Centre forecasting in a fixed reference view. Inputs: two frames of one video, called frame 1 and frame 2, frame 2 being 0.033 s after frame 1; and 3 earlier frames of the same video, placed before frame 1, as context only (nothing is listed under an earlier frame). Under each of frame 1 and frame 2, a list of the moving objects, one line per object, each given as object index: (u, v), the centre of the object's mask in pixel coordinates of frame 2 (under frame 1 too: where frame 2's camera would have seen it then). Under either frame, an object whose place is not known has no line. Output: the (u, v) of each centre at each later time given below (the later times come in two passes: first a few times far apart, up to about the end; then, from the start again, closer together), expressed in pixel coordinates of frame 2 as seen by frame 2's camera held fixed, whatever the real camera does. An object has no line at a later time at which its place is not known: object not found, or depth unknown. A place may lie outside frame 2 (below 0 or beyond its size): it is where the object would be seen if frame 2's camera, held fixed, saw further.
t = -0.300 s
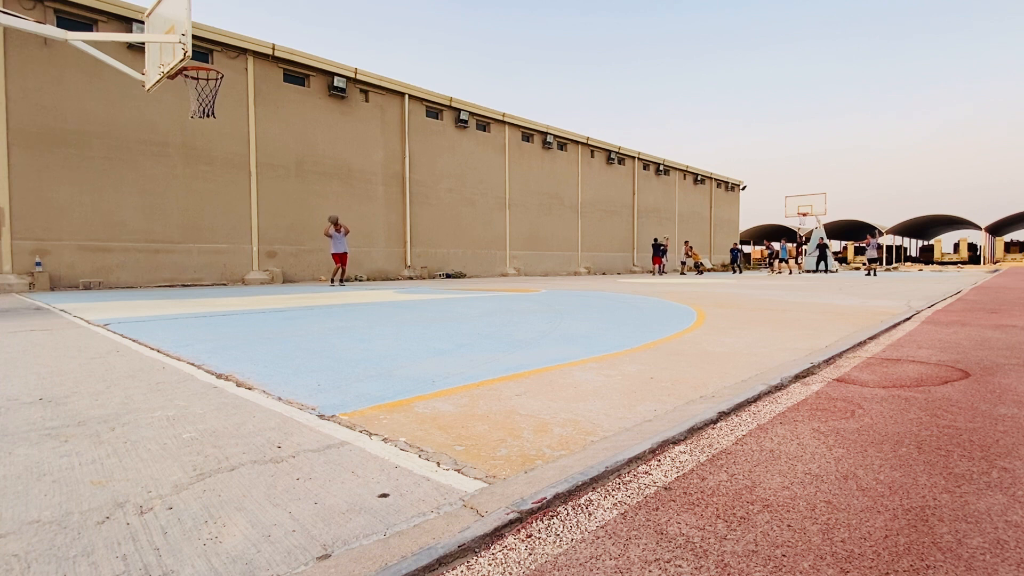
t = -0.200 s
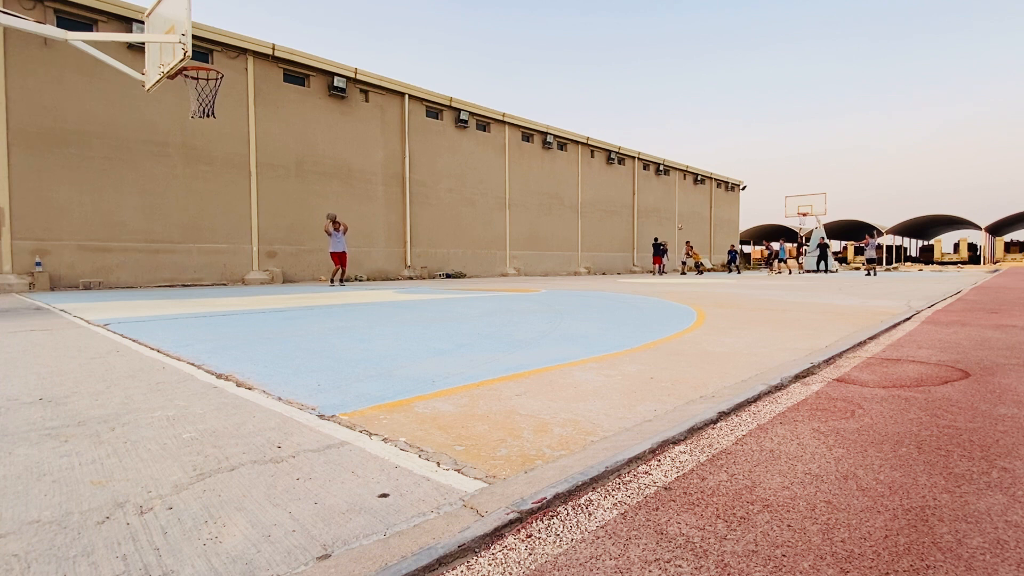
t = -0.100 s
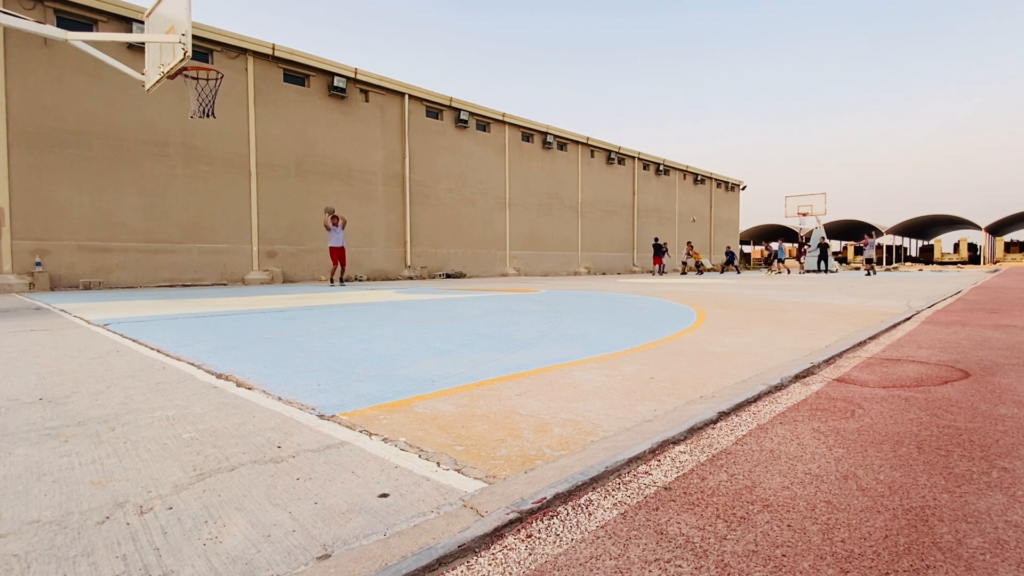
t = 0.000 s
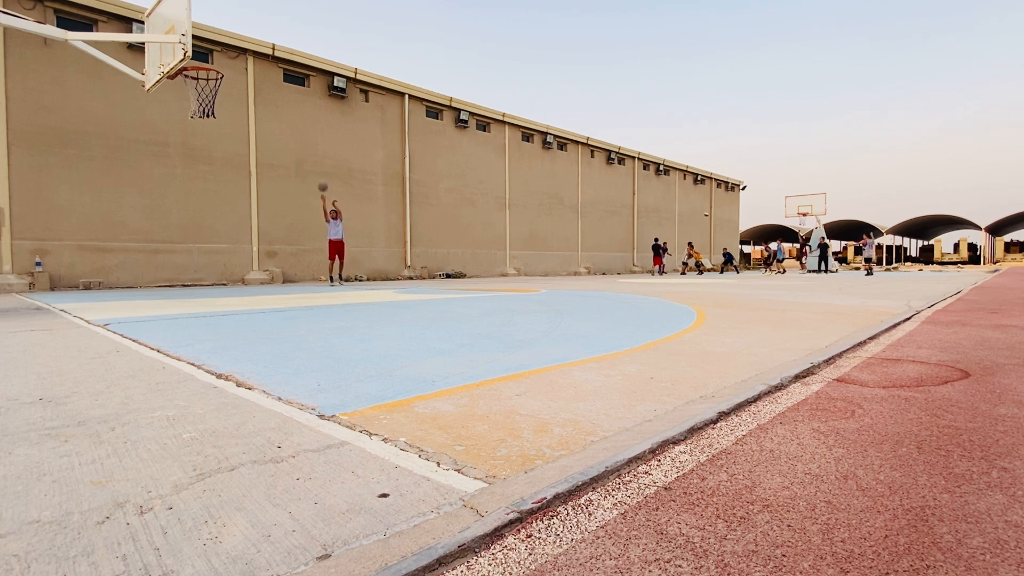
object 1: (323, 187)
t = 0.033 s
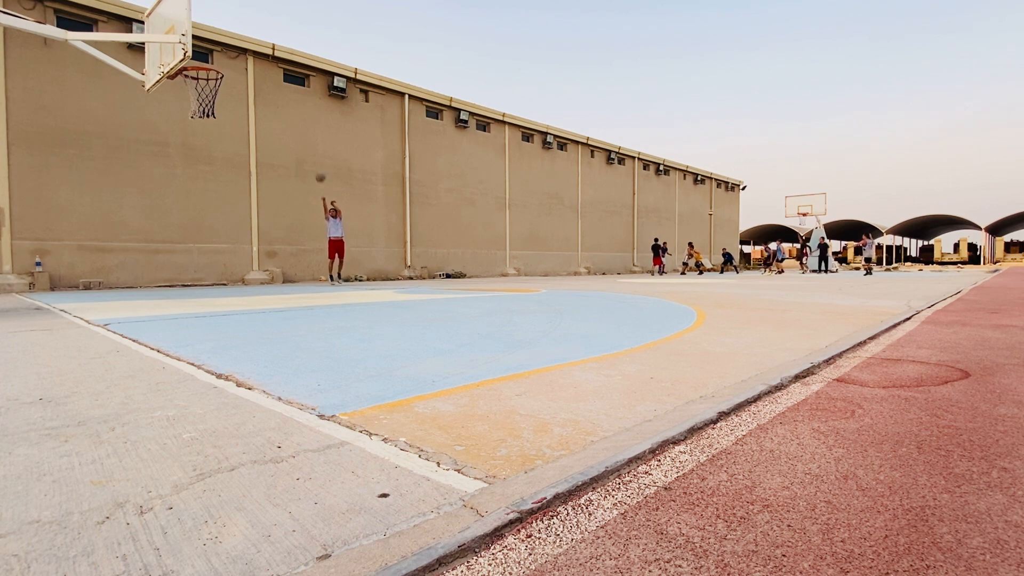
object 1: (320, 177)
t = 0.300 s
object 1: (298, 109)
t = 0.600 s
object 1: (268, 59)
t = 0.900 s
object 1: (228, 51)
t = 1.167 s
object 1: (190, 88)
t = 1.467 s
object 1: (177, 141)
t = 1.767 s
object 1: (165, 281)
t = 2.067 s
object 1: (168, 188)
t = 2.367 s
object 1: (175, 140)
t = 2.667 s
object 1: (184, 169)
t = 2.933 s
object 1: (194, 256)
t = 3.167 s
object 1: (200, 249)
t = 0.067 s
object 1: (318, 168)
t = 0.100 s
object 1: (315, 159)
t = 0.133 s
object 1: (313, 150)
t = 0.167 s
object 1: (310, 141)
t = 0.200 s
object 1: (307, 133)
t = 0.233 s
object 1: (304, 125)
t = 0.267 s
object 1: (302, 117)
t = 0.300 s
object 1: (298, 109)
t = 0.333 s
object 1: (295, 102)
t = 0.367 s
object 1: (292, 95)
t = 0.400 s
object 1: (289, 89)
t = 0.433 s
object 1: (286, 83)
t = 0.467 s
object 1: (283, 77)
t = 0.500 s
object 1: (279, 71)
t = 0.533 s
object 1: (275, 67)
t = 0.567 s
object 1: (271, 62)
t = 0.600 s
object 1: (268, 59)
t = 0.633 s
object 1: (264, 55)
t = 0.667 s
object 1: (260, 53)
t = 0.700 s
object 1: (256, 50)
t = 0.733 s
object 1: (252, 49)
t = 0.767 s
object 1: (247, 48)
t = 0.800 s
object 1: (243, 48)
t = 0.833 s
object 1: (238, 48)
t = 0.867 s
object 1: (233, 50)
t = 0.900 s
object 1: (228, 51)
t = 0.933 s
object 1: (223, 54)
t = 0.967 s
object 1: (217, 58)
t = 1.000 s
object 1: (212, 62)
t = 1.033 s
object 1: (207, 68)
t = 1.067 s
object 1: (200, 78)
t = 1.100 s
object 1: (193, 83)
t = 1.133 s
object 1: (190, 86)
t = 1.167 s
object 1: (190, 88)
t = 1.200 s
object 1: (188, 90)
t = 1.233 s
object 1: (186, 93)
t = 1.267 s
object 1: (185, 96)
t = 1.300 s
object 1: (183, 102)
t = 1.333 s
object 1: (182, 108)
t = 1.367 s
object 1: (181, 114)
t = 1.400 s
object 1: (180, 122)
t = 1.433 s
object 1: (178, 131)
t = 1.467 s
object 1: (177, 141)
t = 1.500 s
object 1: (175, 152)
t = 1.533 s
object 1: (174, 164)
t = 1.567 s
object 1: (173, 177)
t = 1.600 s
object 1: (172, 191)
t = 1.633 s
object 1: (171, 207)
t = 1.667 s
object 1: (169, 224)
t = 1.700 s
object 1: (168, 242)
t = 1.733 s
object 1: (168, 262)
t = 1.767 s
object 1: (165, 281)
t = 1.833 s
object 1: (165, 283)
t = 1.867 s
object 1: (165, 267)
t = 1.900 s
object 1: (166, 251)
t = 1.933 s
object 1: (166, 236)
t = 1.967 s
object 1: (166, 223)
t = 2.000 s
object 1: (167, 211)
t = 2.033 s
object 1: (167, 199)
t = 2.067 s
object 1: (168, 188)
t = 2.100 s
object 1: (169, 179)
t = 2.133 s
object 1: (170, 171)
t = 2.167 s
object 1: (170, 163)
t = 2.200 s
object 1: (171, 157)
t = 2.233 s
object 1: (172, 152)
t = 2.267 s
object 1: (173, 147)
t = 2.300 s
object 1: (174, 144)
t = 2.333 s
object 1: (175, 141)
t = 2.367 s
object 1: (175, 140)
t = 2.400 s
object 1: (177, 140)
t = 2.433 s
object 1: (177, 140)
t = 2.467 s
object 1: (178, 142)
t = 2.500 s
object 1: (179, 144)
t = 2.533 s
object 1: (180, 147)
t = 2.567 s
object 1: (181, 151)
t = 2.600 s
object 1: (182, 156)
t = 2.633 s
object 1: (183, 162)
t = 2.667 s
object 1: (184, 169)
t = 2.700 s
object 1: (186, 177)
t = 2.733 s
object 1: (187, 186)
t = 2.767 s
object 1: (188, 195)
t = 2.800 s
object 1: (189, 206)
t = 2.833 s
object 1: (190, 217)
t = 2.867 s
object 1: (191, 229)
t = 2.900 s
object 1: (193, 242)
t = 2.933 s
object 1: (194, 256)
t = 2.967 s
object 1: (195, 271)
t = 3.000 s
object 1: (196, 285)
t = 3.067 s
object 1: (198, 283)
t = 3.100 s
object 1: (199, 270)
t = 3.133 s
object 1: (200, 259)
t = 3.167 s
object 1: (200, 249)
